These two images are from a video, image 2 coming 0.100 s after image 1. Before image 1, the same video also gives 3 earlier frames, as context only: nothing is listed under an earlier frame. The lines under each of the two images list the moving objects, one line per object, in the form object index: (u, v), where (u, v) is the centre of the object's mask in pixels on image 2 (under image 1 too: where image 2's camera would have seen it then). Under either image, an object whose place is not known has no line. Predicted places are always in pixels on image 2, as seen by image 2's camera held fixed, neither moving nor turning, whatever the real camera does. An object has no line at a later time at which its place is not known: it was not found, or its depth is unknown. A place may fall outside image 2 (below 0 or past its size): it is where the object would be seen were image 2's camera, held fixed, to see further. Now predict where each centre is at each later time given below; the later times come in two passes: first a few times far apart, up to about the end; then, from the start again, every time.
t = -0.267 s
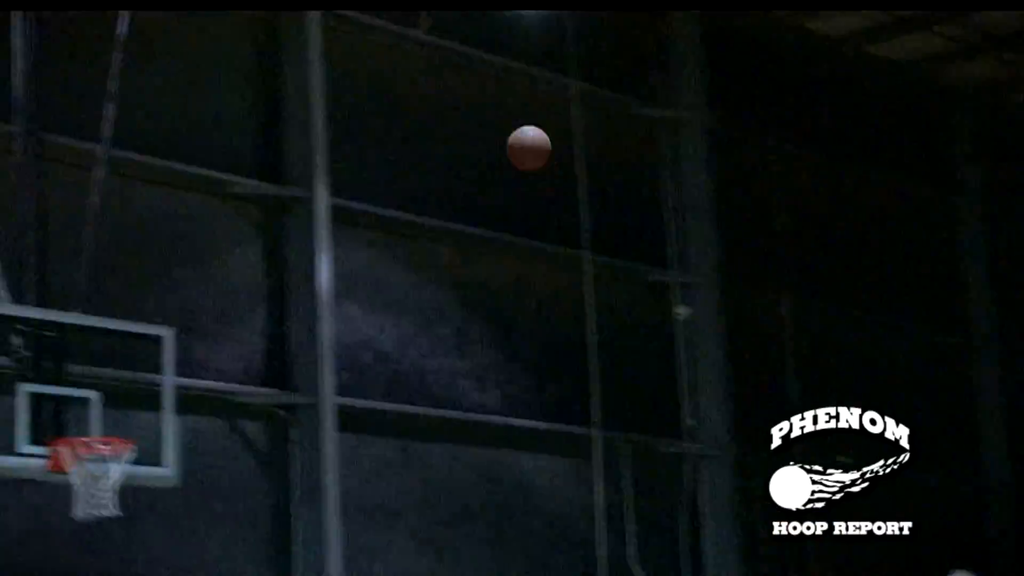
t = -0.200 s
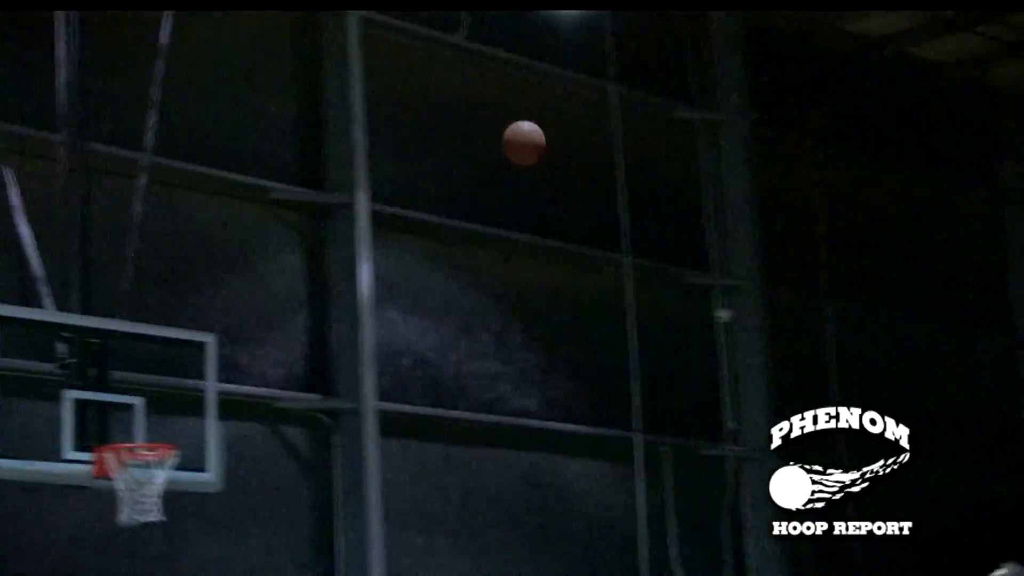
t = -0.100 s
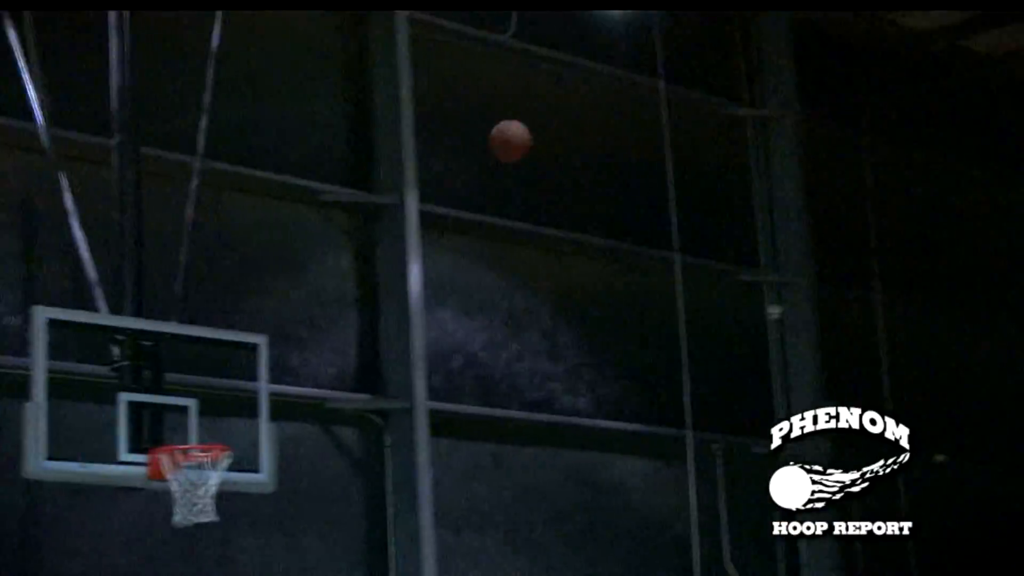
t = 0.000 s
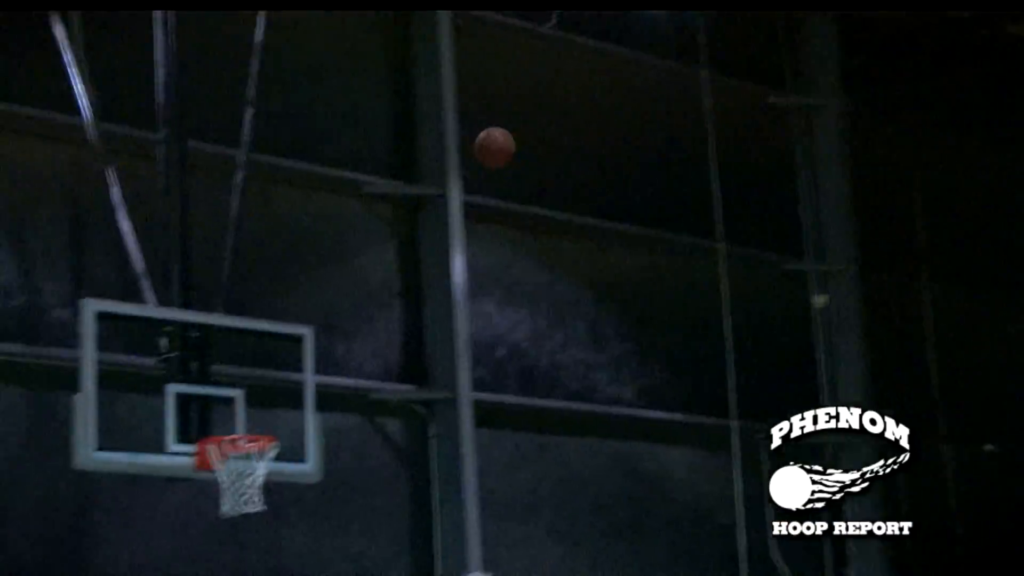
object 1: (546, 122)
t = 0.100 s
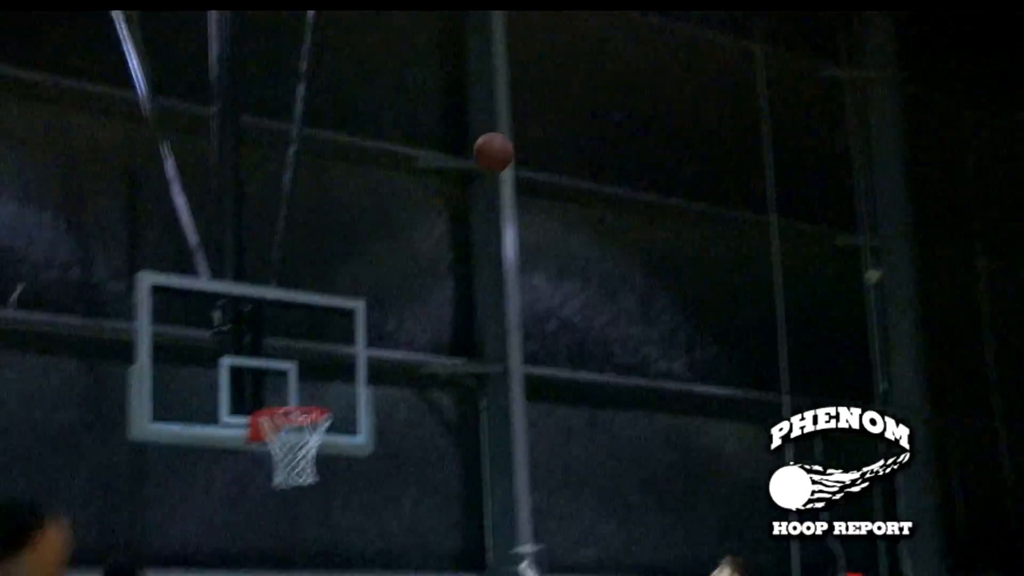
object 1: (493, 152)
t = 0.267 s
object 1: (414, 231)
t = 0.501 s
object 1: (315, 394)
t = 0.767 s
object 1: (275, 347)
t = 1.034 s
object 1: (292, 328)
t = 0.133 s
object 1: (477, 165)
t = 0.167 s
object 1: (461, 180)
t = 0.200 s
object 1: (444, 196)
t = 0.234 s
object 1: (429, 213)
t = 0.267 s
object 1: (414, 231)
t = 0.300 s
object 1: (399, 251)
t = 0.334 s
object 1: (384, 272)
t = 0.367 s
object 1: (370, 295)
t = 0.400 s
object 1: (356, 317)
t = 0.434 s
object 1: (340, 345)
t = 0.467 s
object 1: (327, 369)
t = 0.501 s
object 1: (315, 394)
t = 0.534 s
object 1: (305, 393)
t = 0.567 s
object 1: (294, 394)
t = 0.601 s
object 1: (284, 396)
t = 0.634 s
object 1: (277, 391)
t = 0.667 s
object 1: (271, 380)
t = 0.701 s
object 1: (271, 368)
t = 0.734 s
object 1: (273, 358)
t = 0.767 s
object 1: (275, 347)
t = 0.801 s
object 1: (276, 340)
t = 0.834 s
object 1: (278, 335)
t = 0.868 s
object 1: (281, 328)
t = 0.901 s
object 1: (283, 325)
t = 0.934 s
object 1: (285, 324)
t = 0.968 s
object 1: (287, 324)
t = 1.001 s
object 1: (289, 325)
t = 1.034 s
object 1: (292, 328)
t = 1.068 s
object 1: (295, 333)
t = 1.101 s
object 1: (297, 339)
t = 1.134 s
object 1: (300, 347)
